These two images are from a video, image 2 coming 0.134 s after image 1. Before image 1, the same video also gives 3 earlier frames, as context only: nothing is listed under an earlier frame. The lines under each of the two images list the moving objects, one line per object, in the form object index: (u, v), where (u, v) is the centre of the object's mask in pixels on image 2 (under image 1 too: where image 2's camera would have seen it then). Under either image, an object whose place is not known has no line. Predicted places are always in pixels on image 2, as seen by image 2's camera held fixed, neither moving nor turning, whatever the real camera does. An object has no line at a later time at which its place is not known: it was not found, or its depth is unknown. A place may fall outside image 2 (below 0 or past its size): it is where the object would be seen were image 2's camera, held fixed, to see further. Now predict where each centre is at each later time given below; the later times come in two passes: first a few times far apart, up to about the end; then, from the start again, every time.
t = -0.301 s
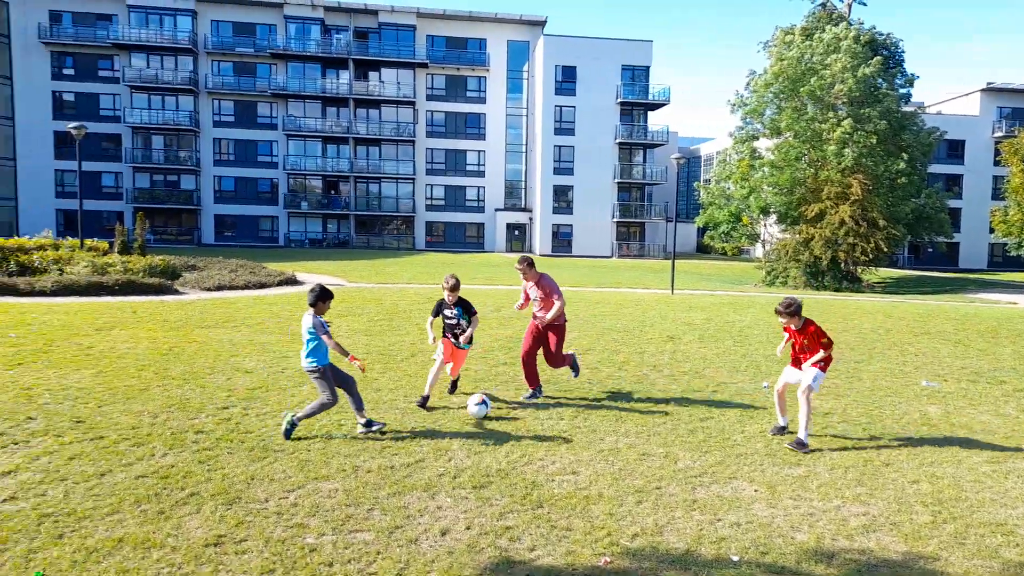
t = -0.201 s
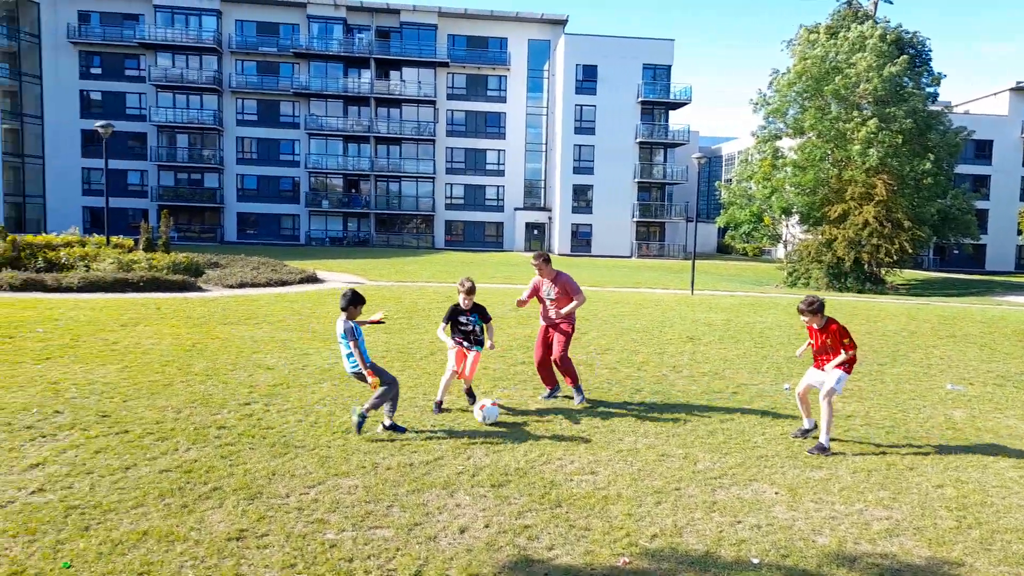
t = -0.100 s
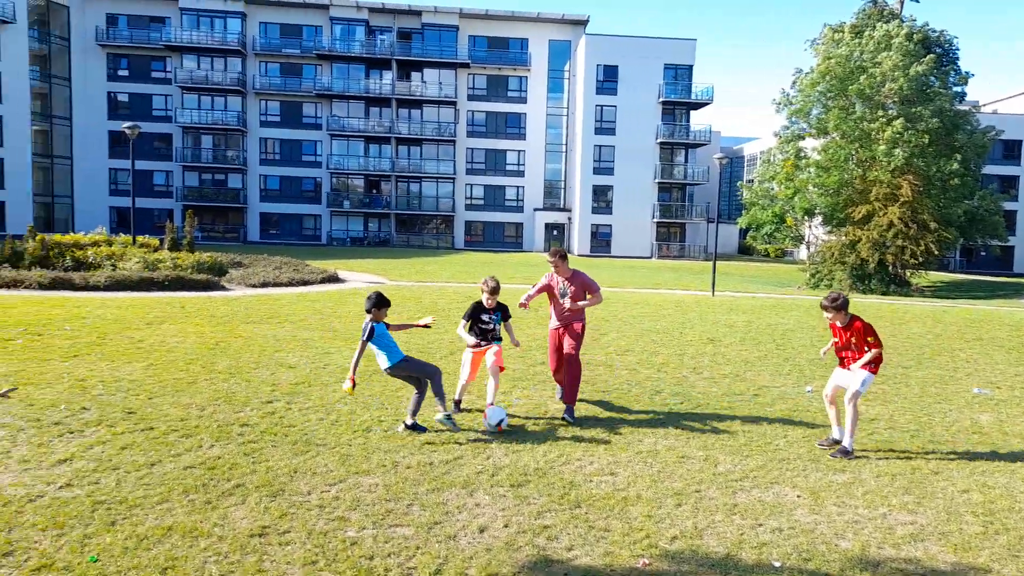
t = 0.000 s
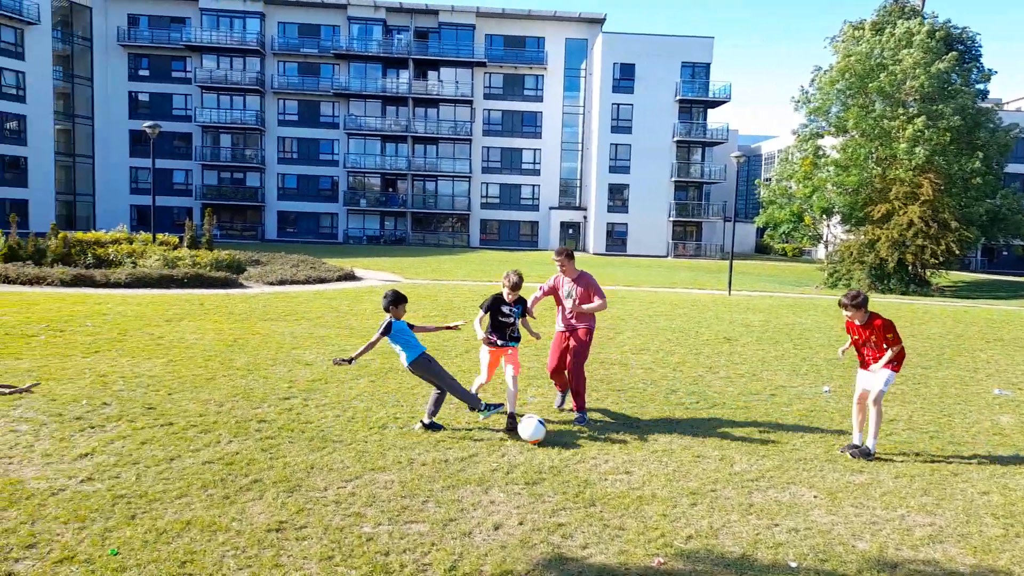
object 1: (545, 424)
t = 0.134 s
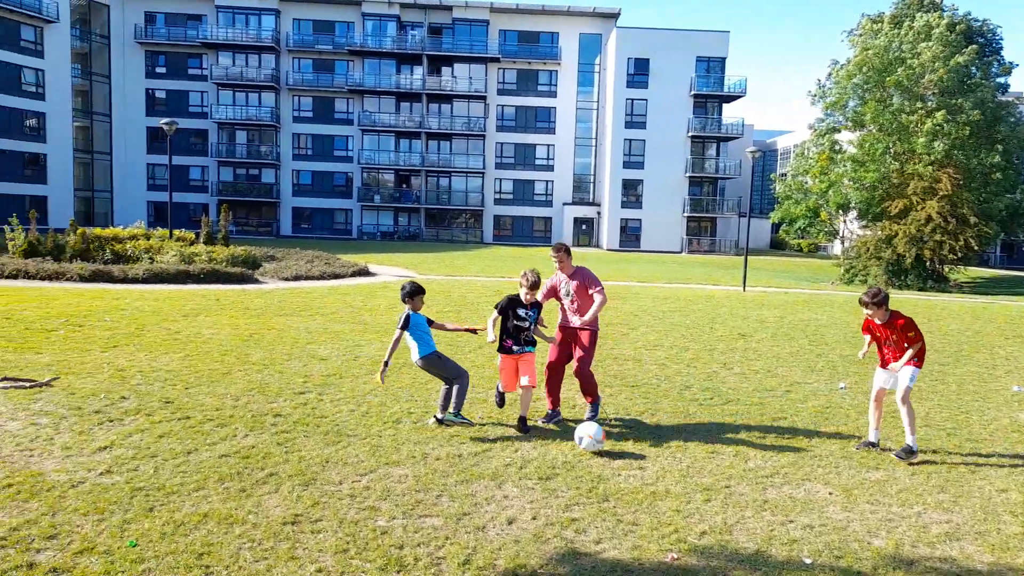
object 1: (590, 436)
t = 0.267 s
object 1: (635, 449)
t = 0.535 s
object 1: (734, 479)
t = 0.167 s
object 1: (601, 441)
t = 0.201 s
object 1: (613, 446)
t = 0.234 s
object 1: (624, 448)
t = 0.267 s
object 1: (635, 449)
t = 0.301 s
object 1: (646, 451)
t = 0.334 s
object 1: (658, 455)
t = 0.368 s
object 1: (669, 461)
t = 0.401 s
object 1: (681, 465)
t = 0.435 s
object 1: (694, 466)
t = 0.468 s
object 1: (707, 468)
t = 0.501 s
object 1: (720, 473)
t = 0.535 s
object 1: (734, 479)
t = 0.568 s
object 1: (747, 486)
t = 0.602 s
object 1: (761, 489)
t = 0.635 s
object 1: (777, 493)
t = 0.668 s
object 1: (792, 499)
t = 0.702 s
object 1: (807, 502)
